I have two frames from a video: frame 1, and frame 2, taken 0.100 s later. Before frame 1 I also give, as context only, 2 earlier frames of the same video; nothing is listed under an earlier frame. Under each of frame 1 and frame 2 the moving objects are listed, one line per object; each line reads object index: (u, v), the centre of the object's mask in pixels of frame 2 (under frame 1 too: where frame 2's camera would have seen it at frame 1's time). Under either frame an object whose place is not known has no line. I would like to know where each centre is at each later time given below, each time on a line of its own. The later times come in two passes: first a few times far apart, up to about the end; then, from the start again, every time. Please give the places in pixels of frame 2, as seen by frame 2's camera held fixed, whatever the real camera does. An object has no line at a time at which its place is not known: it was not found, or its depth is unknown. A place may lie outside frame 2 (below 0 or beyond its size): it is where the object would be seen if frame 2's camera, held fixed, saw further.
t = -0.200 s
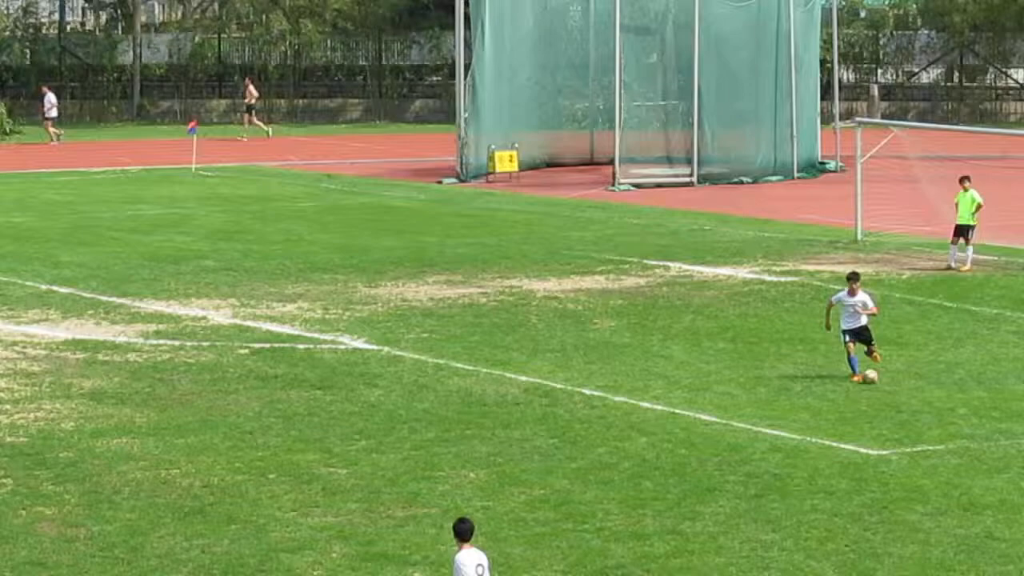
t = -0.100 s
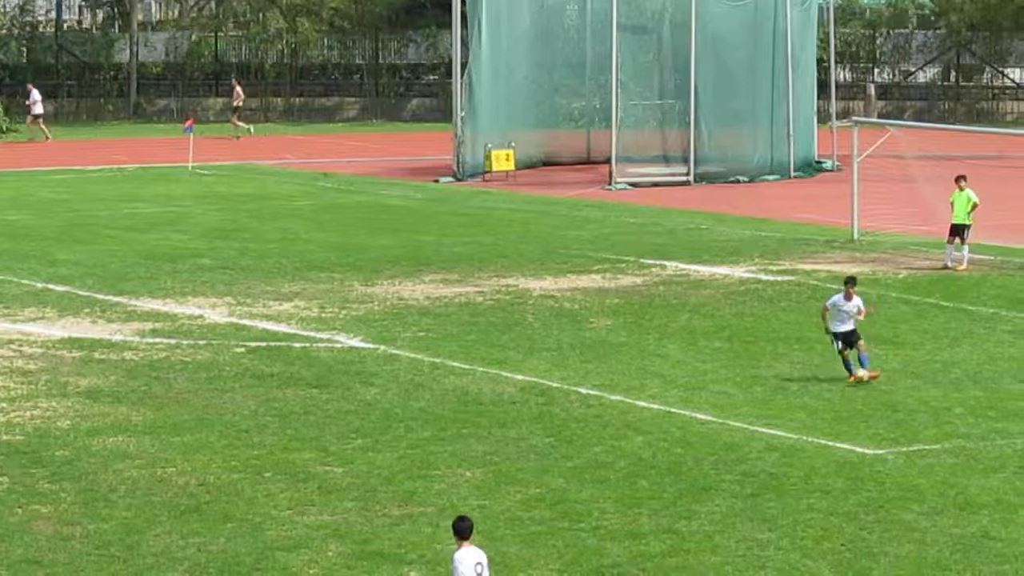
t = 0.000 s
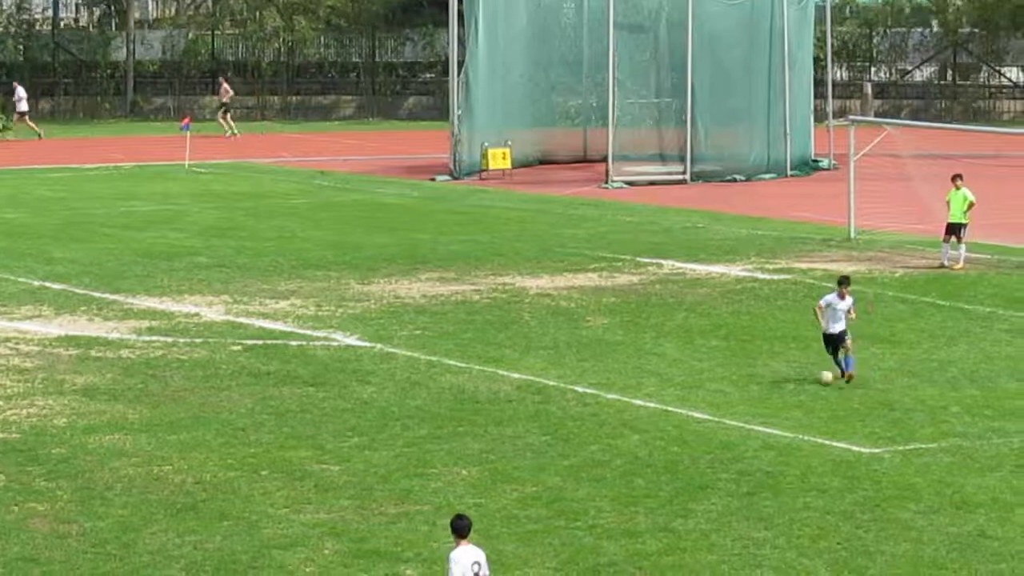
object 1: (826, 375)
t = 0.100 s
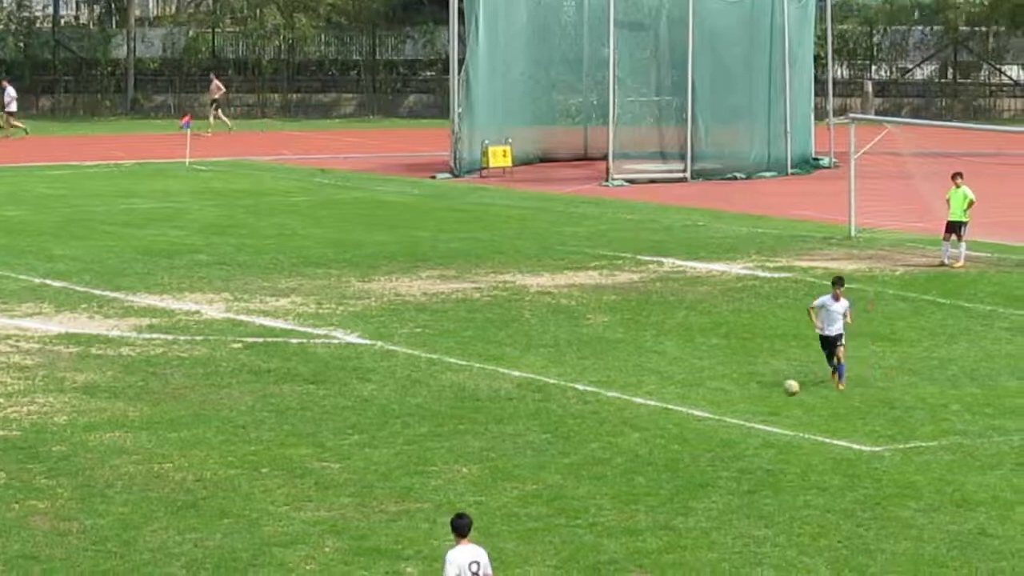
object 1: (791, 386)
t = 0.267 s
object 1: (727, 427)
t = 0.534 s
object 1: (618, 476)
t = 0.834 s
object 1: (493, 526)
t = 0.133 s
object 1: (779, 391)
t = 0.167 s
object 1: (767, 398)
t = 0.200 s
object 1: (754, 405)
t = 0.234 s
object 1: (740, 416)
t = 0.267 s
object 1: (727, 427)
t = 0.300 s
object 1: (713, 437)
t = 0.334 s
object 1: (699, 450)
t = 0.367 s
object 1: (684, 459)
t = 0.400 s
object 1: (672, 460)
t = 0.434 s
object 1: (659, 462)
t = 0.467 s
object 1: (646, 466)
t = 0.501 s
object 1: (632, 470)
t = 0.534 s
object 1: (618, 476)
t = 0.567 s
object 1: (605, 482)
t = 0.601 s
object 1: (591, 490)
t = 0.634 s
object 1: (576, 499)
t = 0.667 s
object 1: (561, 509)
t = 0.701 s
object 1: (546, 516)
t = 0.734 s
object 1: (533, 517)
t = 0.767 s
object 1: (520, 519)
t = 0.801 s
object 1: (508, 522)
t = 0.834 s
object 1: (493, 526)
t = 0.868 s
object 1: (479, 532)
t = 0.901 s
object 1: (466, 538)
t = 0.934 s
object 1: (452, 547)
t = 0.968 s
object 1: (438, 556)
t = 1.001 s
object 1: (425, 560)
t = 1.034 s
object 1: (413, 559)
